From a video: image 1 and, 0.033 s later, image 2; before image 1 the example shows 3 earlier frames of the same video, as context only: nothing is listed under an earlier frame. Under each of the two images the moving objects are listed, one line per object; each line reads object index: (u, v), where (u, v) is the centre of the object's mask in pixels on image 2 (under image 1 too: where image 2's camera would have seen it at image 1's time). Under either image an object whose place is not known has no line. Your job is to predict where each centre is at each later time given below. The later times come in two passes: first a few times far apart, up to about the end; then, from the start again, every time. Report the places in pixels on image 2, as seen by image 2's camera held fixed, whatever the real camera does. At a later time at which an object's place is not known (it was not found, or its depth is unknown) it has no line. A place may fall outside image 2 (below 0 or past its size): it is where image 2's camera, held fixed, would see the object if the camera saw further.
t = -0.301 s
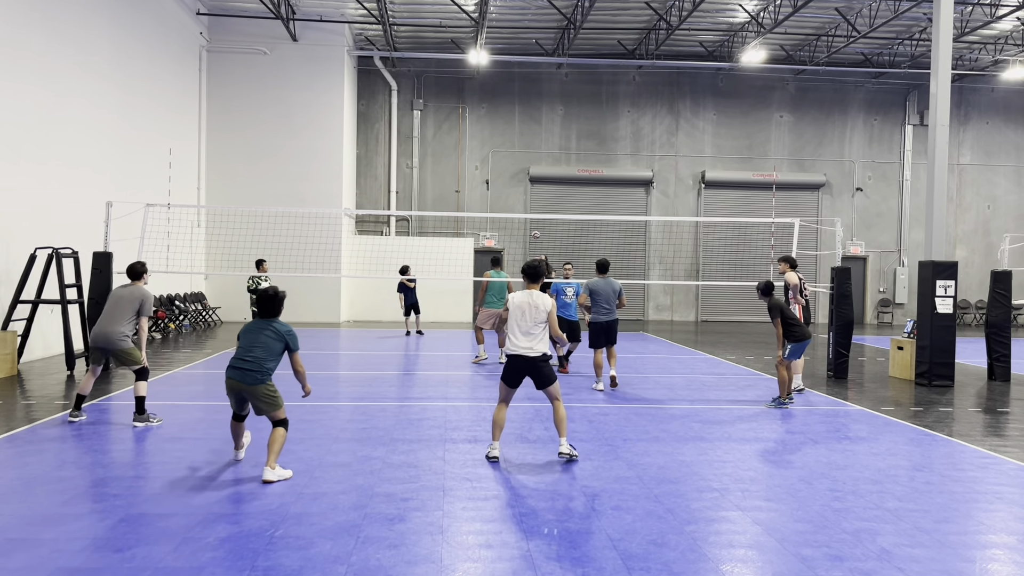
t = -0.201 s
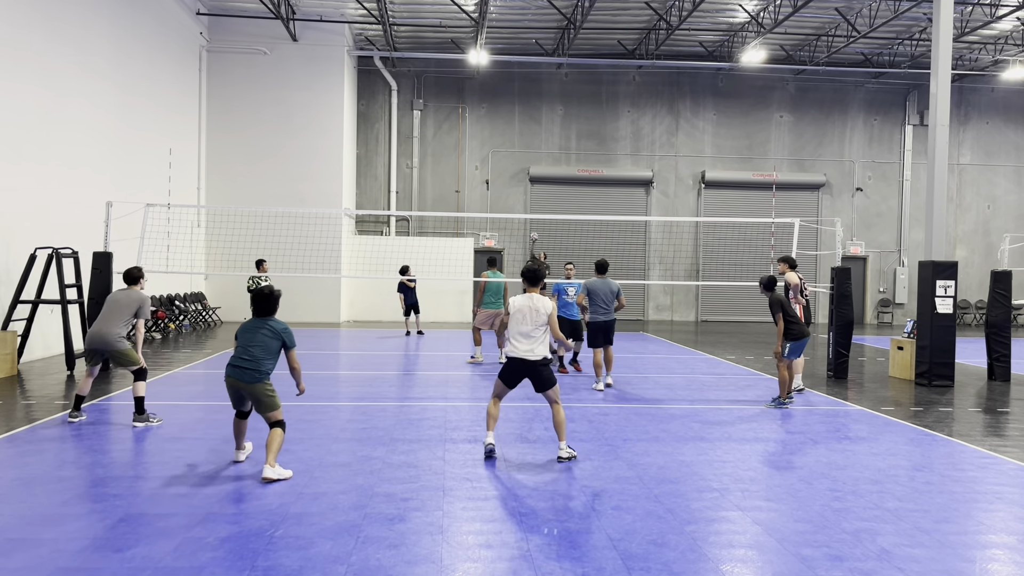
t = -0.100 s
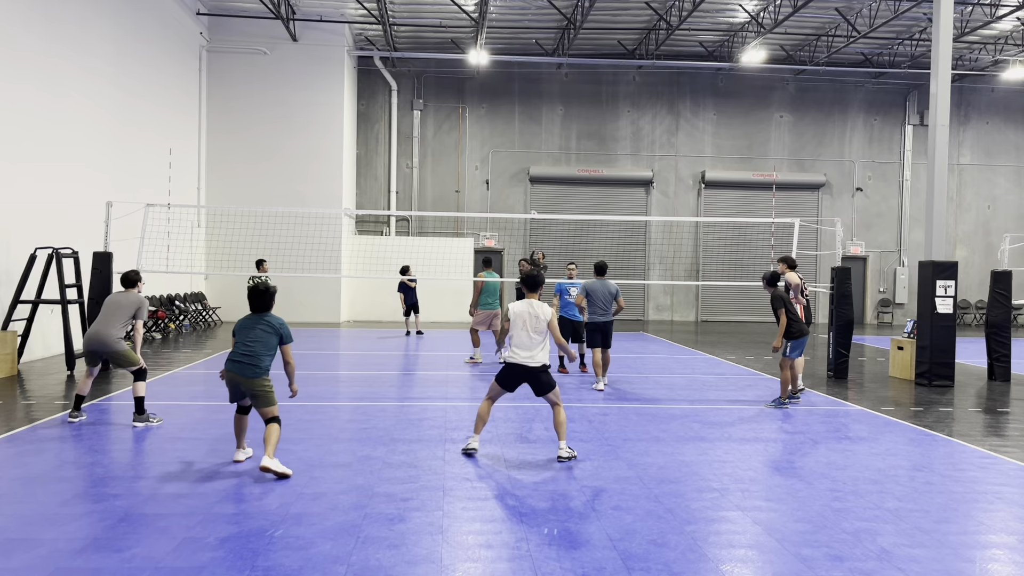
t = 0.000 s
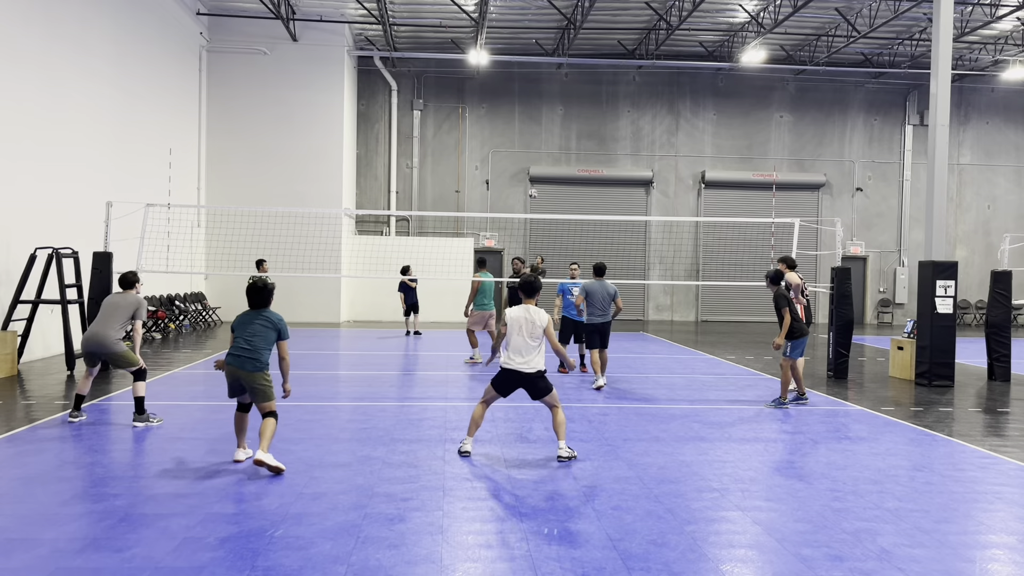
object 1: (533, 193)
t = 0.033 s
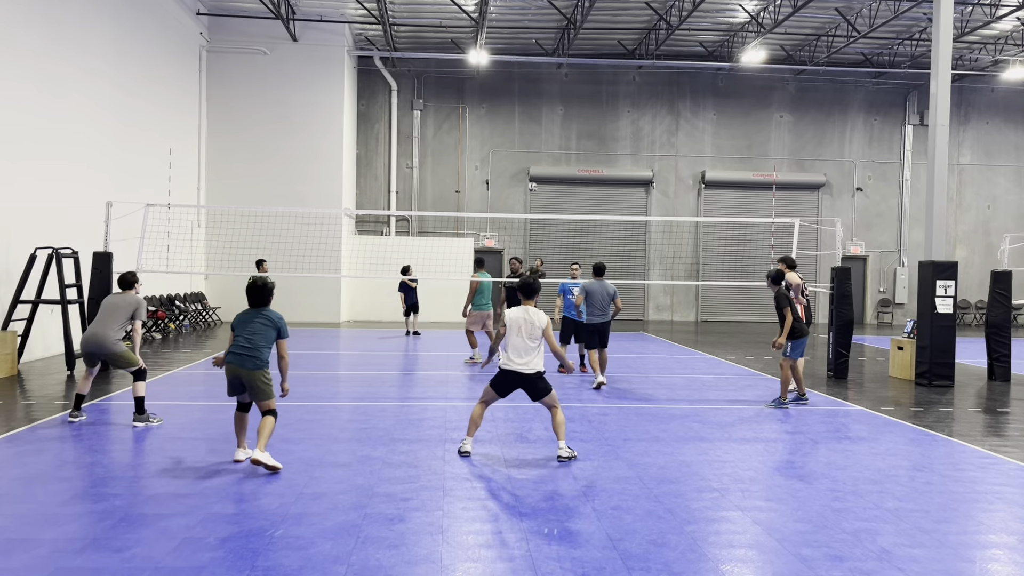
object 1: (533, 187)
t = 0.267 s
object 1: (533, 146)
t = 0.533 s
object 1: (537, 123)
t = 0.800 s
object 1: (548, 140)
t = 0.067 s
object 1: (533, 180)
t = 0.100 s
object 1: (532, 174)
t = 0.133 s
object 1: (532, 168)
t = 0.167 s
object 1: (532, 162)
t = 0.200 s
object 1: (533, 156)
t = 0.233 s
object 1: (533, 150)
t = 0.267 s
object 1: (533, 146)
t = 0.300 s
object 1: (533, 141)
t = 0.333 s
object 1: (533, 138)
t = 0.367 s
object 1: (534, 134)
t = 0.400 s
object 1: (534, 131)
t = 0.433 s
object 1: (535, 128)
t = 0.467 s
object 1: (536, 126)
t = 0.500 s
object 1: (536, 125)
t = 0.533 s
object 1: (537, 123)
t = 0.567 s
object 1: (538, 122)
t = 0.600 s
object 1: (540, 123)
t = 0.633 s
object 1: (541, 123)
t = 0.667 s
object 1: (542, 125)
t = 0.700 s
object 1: (544, 127)
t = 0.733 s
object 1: (545, 130)
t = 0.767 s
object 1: (546, 135)
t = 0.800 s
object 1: (548, 140)
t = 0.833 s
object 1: (549, 146)
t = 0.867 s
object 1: (550, 154)
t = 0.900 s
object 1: (550, 163)
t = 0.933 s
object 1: (551, 173)
